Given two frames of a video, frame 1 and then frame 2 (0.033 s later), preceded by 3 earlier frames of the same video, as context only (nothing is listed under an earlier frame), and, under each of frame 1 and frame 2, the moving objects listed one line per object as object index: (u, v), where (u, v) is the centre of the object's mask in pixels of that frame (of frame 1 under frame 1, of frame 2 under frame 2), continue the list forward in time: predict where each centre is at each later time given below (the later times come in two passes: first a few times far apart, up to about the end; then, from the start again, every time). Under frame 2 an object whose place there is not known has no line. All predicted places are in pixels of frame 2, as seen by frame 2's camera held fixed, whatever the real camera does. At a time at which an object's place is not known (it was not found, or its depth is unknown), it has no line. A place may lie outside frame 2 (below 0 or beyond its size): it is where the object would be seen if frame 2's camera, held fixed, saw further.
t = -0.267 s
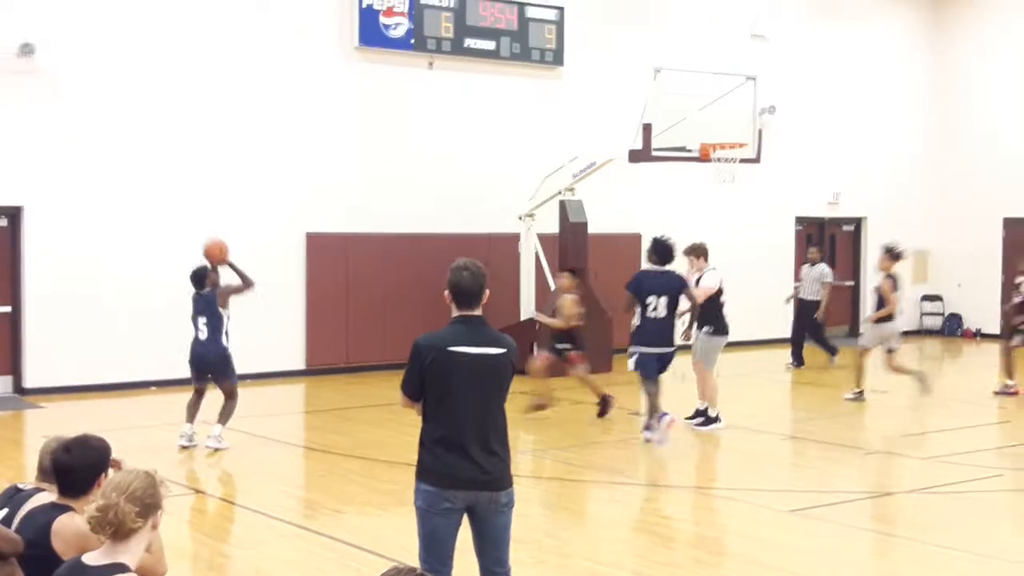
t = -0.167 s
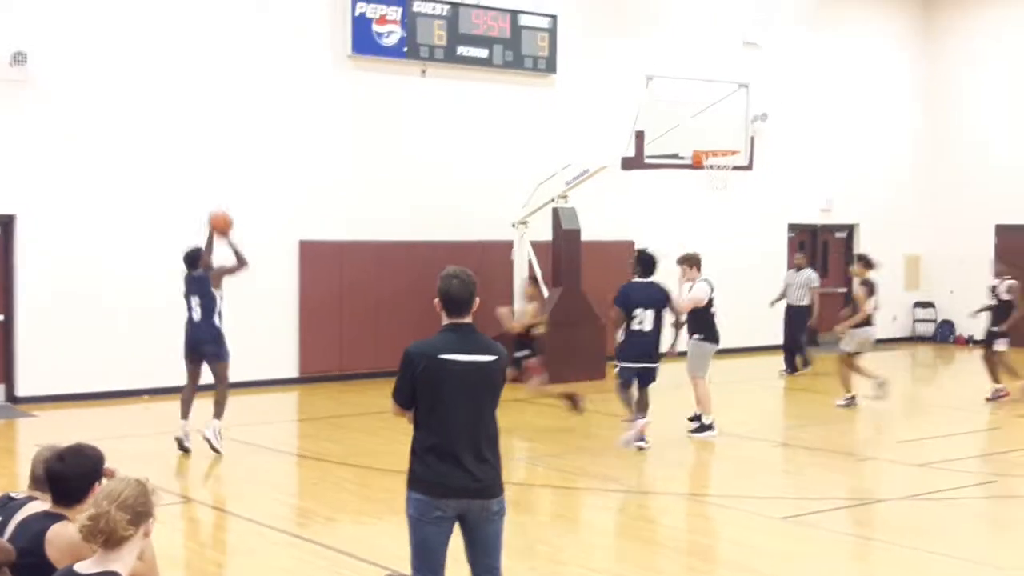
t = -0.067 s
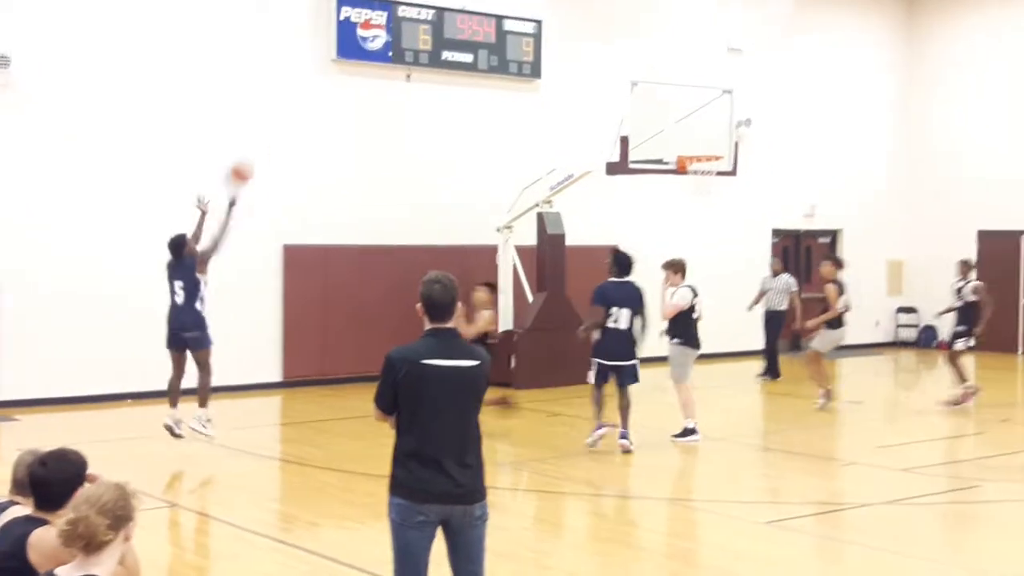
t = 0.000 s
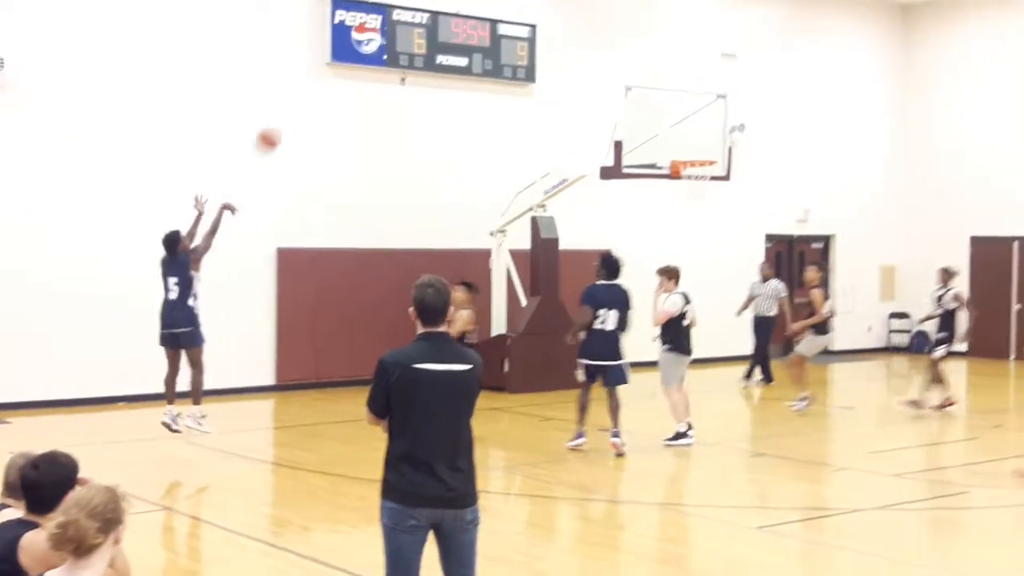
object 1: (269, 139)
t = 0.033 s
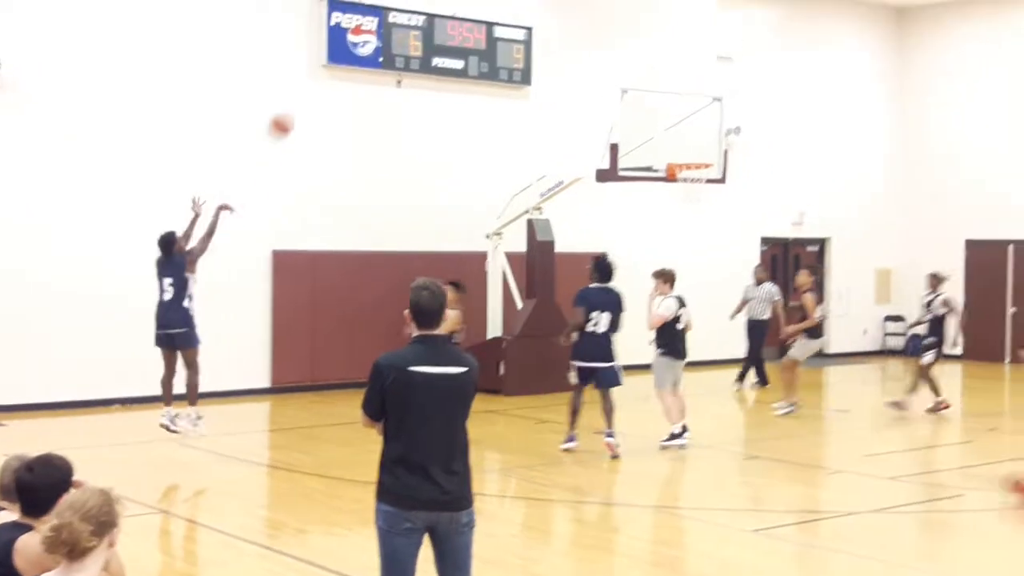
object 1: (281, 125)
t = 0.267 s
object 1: (392, 49)
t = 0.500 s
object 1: (486, 31)
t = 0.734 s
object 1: (570, 59)
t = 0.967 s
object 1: (645, 129)
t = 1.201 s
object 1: (678, 143)
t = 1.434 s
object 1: (708, 149)
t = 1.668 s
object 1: (740, 207)
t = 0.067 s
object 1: (298, 110)
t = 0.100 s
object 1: (315, 97)
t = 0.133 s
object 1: (330, 86)
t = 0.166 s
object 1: (346, 74)
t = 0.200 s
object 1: (361, 64)
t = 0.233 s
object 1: (379, 56)
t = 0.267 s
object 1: (392, 49)
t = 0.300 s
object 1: (405, 43)
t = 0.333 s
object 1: (419, 39)
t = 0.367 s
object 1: (433, 35)
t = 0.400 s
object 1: (447, 35)
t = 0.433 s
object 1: (461, 33)
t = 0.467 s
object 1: (473, 30)
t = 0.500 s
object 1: (486, 31)
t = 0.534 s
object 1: (497, 32)
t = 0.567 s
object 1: (511, 33)
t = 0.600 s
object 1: (525, 38)
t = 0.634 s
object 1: (534, 41)
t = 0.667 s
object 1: (547, 46)
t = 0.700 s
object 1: (559, 52)
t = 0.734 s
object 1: (570, 59)
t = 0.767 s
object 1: (581, 67)
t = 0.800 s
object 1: (591, 75)
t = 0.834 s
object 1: (603, 84)
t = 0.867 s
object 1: (614, 95)
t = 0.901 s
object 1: (624, 105)
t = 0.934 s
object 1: (634, 116)
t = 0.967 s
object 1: (645, 129)
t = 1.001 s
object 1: (655, 141)
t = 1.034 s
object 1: (664, 154)
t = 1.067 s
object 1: (664, 158)
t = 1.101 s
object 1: (667, 153)
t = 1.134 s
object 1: (671, 149)
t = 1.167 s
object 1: (675, 145)
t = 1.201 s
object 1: (678, 143)
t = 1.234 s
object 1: (682, 141)
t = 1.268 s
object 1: (687, 140)
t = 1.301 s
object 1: (691, 140)
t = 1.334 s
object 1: (695, 141)
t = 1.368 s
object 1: (700, 142)
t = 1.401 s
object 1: (704, 145)
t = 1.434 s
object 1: (708, 149)
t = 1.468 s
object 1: (712, 154)
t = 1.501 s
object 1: (716, 160)
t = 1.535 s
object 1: (721, 167)
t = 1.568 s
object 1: (726, 175)
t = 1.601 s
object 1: (731, 185)
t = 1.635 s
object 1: (735, 195)
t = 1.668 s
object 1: (740, 207)
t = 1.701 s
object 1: (745, 220)
